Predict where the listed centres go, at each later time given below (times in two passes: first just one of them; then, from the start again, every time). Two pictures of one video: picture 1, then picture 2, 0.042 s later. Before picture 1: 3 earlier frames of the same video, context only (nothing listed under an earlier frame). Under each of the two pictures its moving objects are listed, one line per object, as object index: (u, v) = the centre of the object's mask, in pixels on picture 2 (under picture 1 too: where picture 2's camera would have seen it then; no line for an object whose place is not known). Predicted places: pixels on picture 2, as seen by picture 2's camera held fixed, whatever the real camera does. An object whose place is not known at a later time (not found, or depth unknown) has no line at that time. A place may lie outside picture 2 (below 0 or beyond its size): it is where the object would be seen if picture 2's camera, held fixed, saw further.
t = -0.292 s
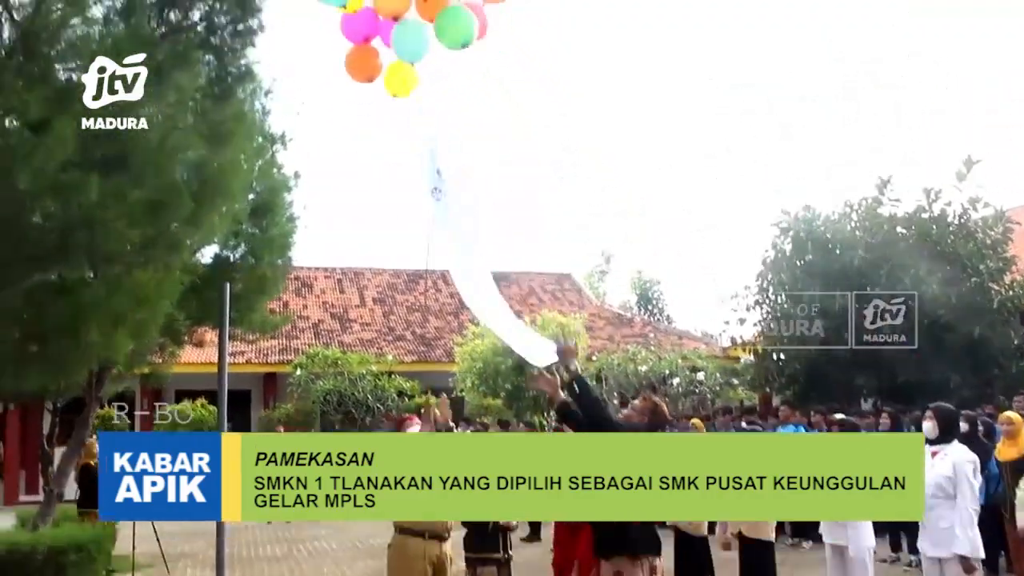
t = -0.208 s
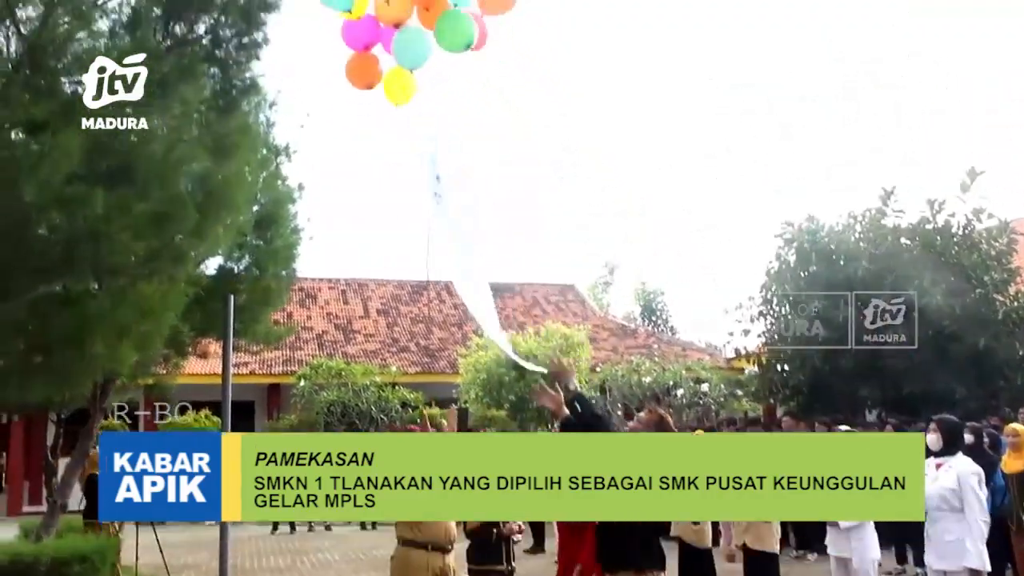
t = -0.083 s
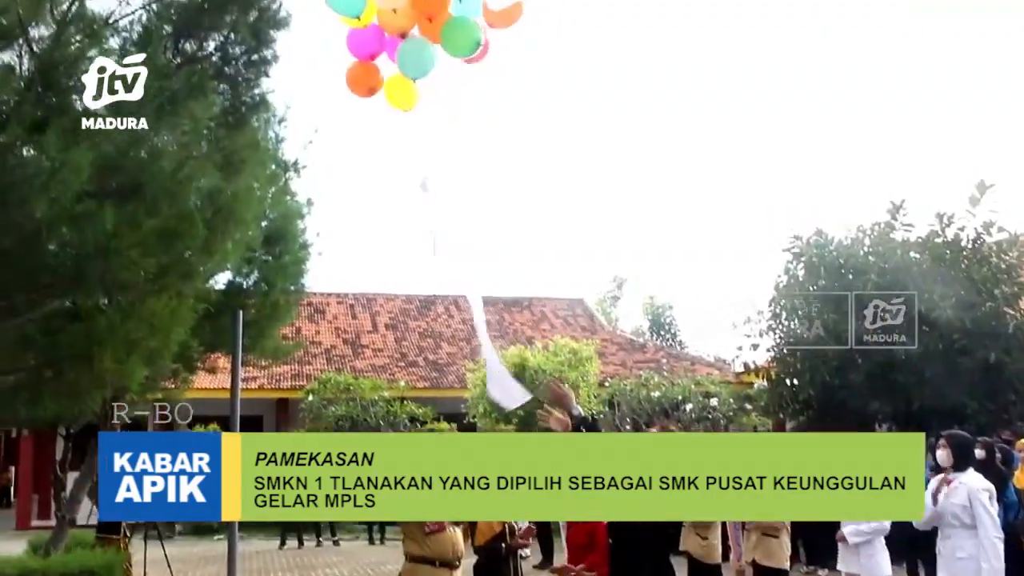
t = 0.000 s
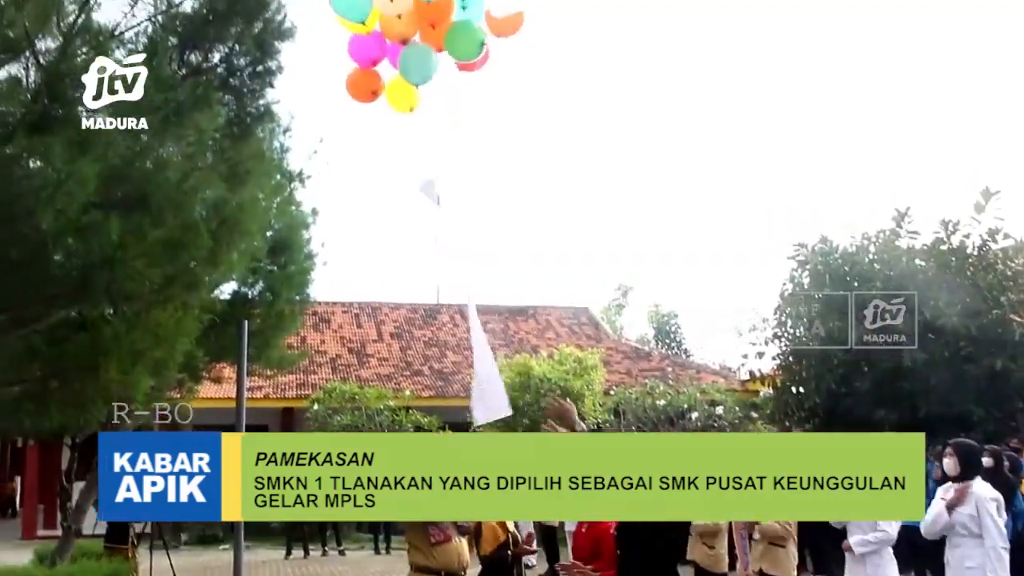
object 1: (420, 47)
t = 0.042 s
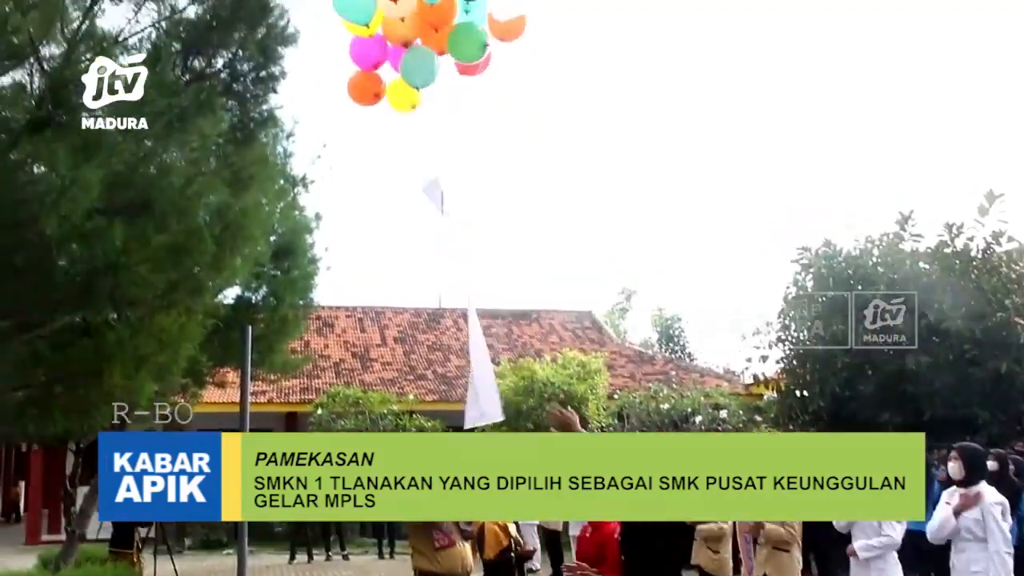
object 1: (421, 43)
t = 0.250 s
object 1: (417, 27)
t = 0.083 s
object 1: (417, 41)
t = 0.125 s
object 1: (416, 37)
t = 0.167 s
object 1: (416, 34)
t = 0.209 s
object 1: (415, 30)
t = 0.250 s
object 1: (417, 27)
